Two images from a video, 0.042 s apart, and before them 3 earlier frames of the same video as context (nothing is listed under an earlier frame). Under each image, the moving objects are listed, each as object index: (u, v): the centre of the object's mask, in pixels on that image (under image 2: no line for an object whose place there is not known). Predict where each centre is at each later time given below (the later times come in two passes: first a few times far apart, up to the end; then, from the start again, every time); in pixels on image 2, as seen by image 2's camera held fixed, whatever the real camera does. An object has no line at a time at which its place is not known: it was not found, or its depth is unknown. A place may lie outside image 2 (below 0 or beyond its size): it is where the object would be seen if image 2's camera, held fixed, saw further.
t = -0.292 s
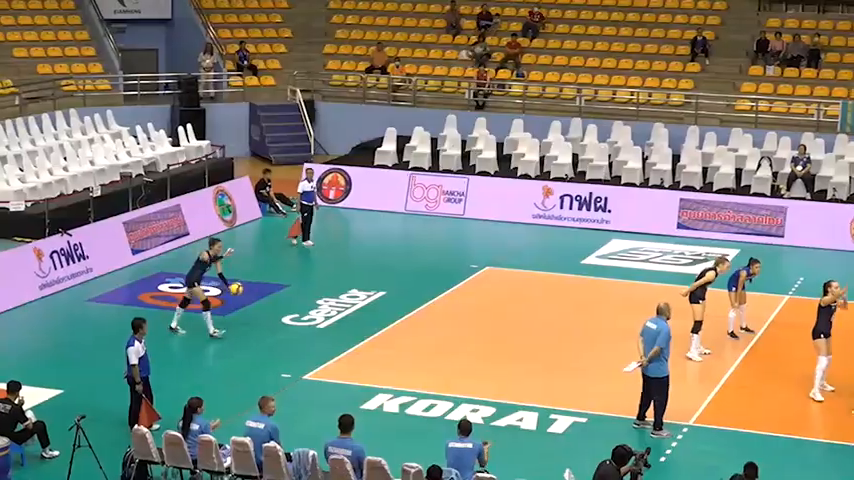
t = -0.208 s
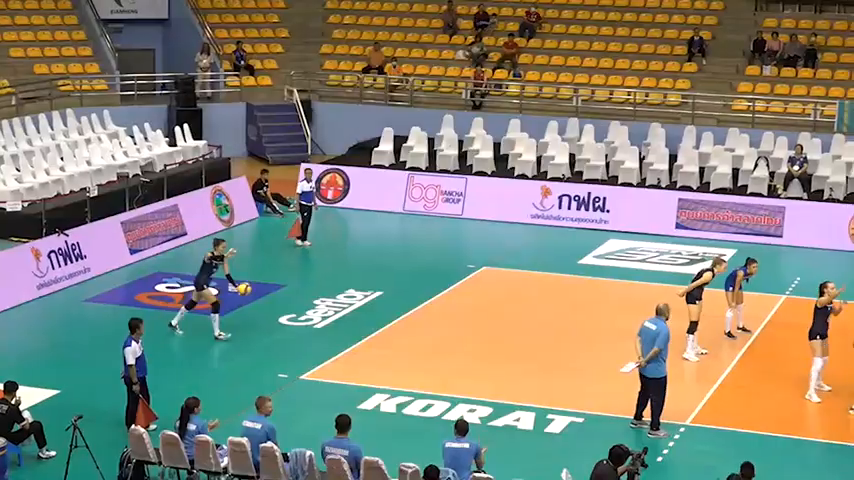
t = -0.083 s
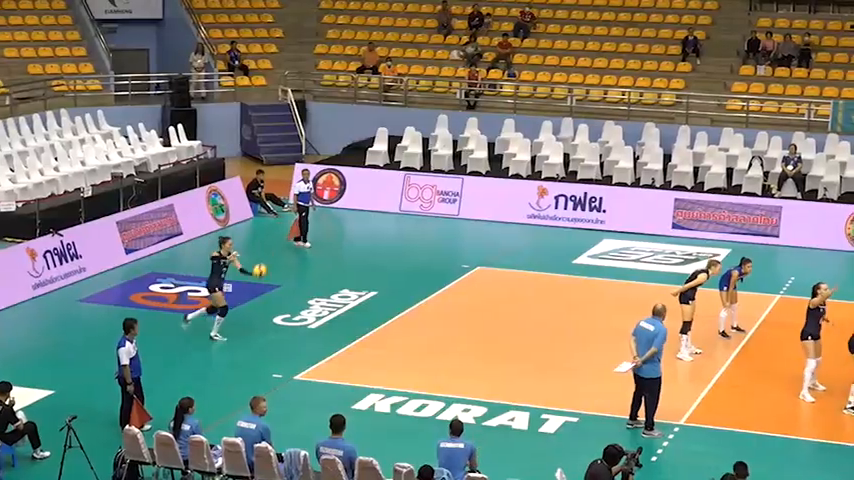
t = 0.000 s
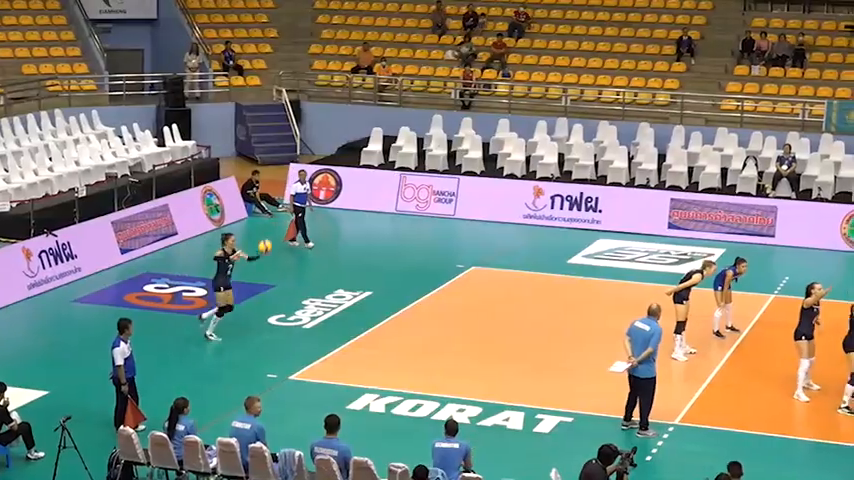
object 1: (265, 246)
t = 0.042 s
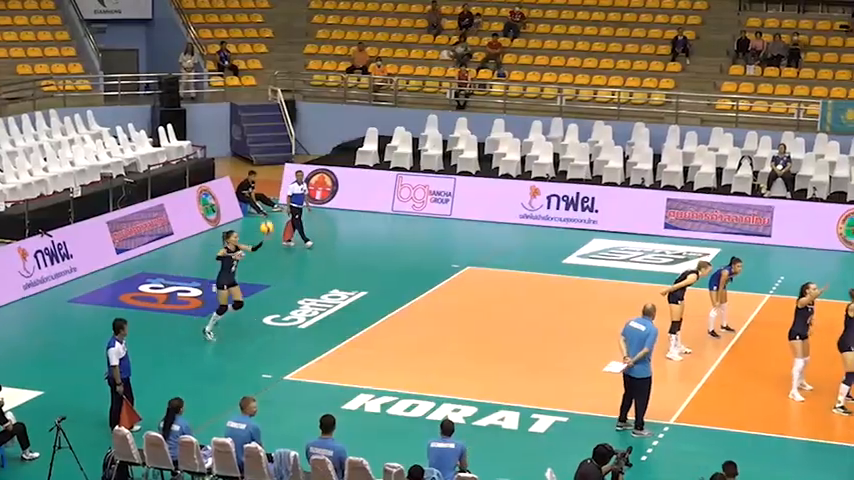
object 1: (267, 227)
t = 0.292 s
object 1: (290, 173)
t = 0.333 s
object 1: (294, 167)
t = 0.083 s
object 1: (271, 216)
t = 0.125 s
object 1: (275, 205)
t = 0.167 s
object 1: (278, 196)
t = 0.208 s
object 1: (282, 187)
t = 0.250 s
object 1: (286, 181)
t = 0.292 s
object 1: (290, 173)
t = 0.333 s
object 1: (294, 167)
